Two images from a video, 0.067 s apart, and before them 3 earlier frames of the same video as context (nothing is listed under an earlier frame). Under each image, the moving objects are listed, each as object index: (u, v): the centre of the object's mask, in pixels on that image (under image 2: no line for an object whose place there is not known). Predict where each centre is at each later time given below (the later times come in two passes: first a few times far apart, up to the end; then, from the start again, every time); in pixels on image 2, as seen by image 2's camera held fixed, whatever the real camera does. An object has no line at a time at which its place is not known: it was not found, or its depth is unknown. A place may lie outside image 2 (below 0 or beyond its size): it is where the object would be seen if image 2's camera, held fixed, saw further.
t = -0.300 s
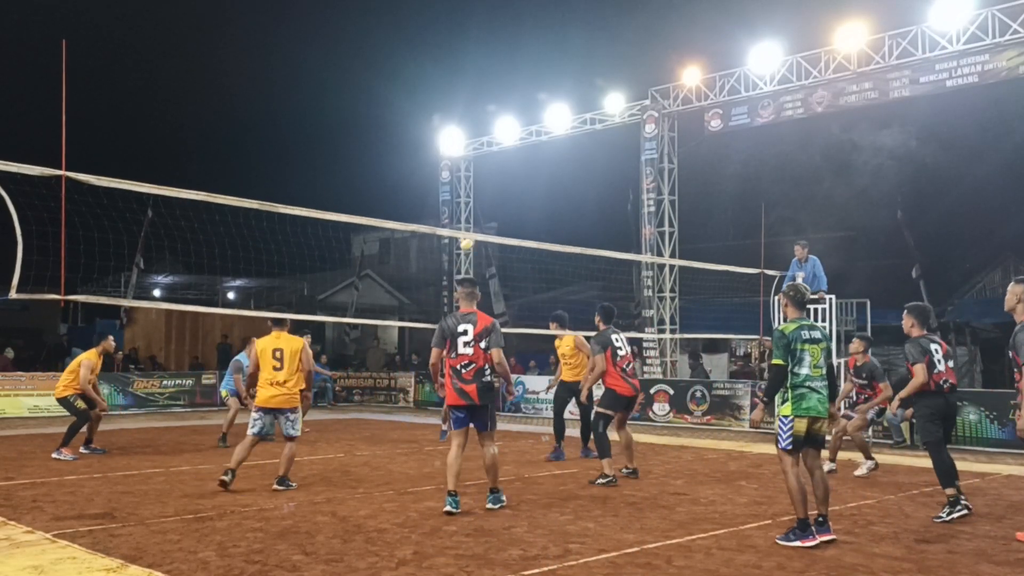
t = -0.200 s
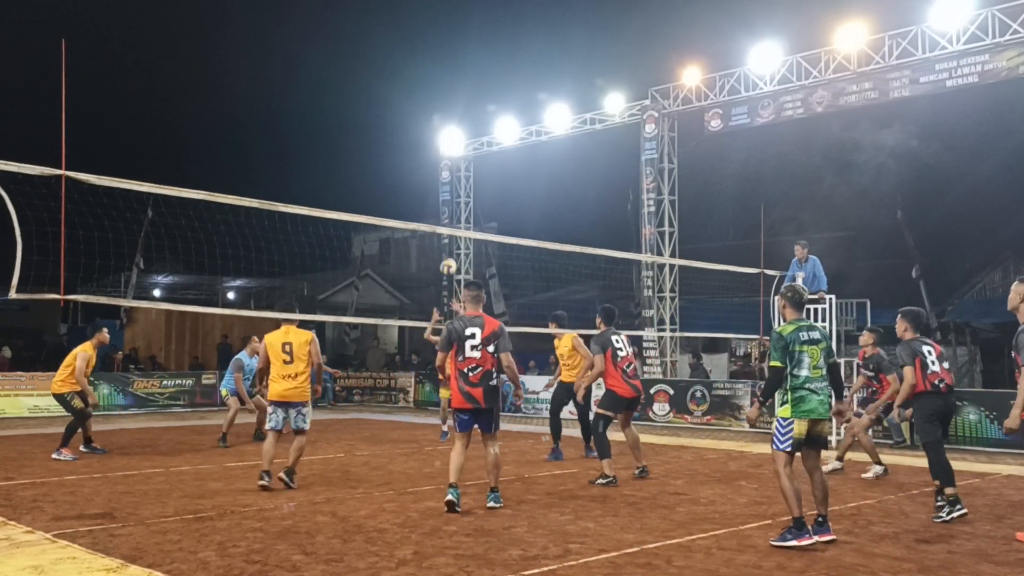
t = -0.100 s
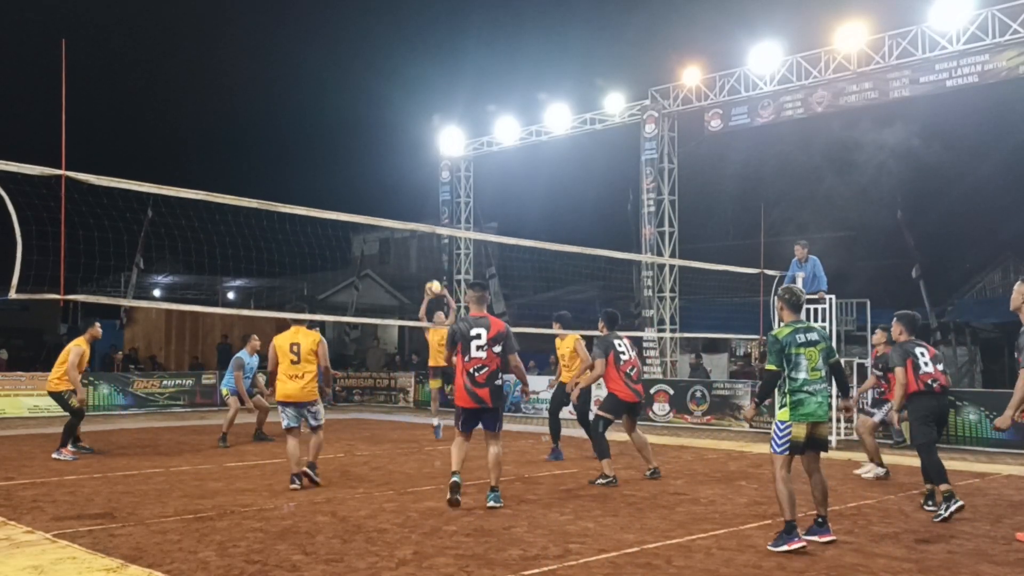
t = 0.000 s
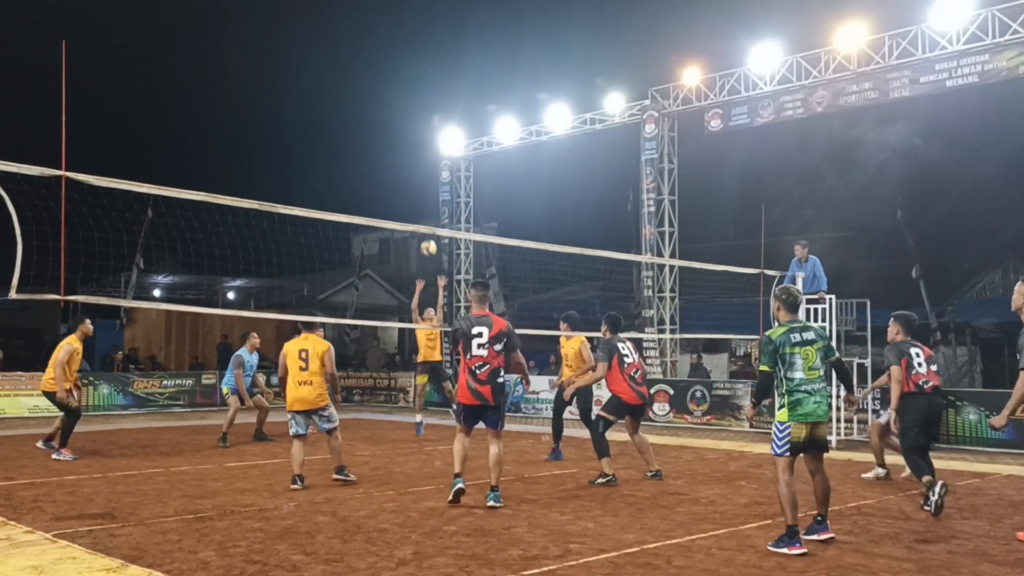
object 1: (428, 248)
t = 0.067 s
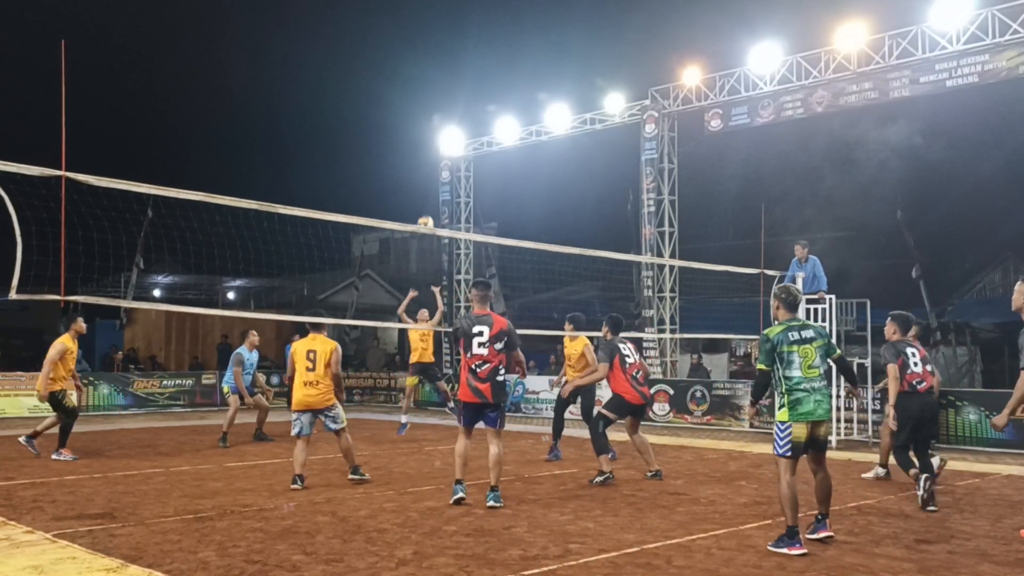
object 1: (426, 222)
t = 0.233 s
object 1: (417, 176)
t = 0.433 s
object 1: (406, 143)
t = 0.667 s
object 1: (391, 141)
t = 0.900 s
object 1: (375, 184)
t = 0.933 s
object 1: (373, 195)
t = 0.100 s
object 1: (424, 213)
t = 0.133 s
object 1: (422, 203)
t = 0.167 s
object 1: (420, 193)
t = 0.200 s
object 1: (419, 184)
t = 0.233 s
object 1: (417, 176)
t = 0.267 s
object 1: (416, 169)
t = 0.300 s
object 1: (414, 162)
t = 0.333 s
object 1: (412, 156)
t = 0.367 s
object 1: (410, 151)
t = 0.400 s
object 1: (408, 147)
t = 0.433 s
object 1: (406, 143)
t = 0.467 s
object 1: (404, 140)
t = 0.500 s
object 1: (402, 138)
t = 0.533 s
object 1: (400, 137)
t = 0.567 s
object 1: (398, 137)
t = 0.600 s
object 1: (395, 137)
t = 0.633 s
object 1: (394, 138)
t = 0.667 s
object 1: (391, 141)
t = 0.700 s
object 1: (389, 144)
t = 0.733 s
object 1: (387, 148)
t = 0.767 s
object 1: (385, 153)
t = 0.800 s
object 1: (382, 159)
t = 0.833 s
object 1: (380, 167)
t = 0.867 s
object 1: (377, 175)
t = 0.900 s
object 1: (375, 184)
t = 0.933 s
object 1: (373, 195)
